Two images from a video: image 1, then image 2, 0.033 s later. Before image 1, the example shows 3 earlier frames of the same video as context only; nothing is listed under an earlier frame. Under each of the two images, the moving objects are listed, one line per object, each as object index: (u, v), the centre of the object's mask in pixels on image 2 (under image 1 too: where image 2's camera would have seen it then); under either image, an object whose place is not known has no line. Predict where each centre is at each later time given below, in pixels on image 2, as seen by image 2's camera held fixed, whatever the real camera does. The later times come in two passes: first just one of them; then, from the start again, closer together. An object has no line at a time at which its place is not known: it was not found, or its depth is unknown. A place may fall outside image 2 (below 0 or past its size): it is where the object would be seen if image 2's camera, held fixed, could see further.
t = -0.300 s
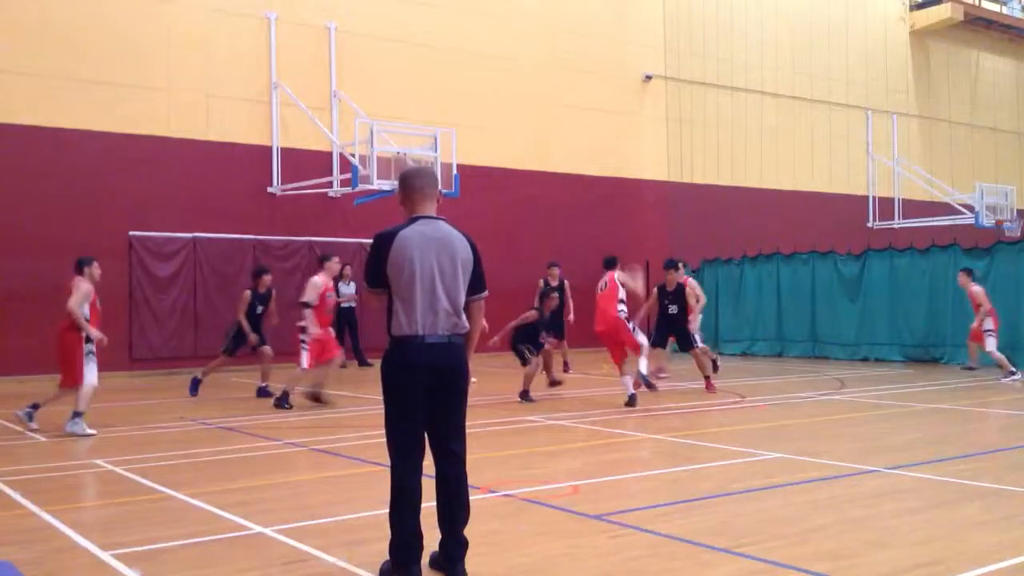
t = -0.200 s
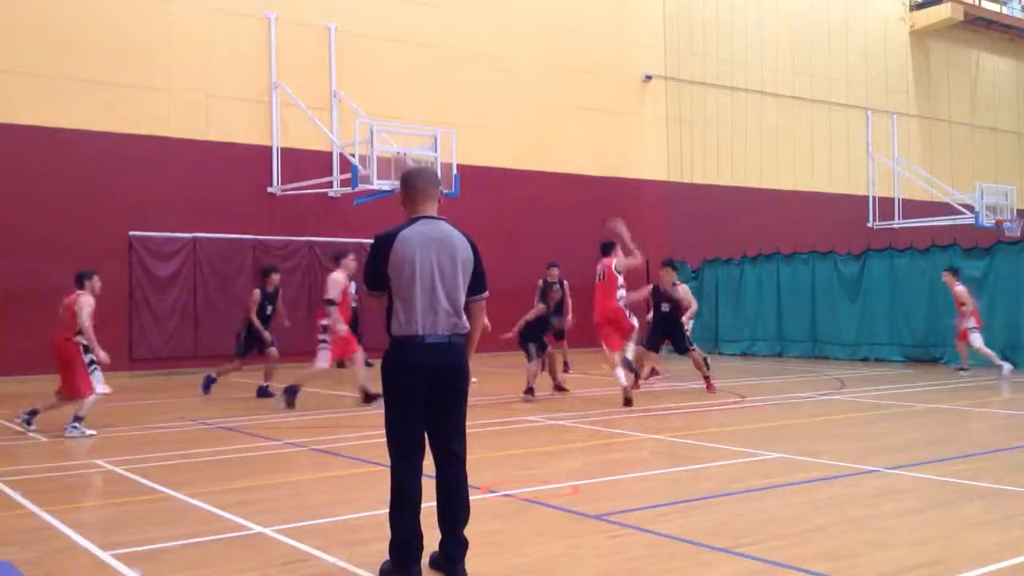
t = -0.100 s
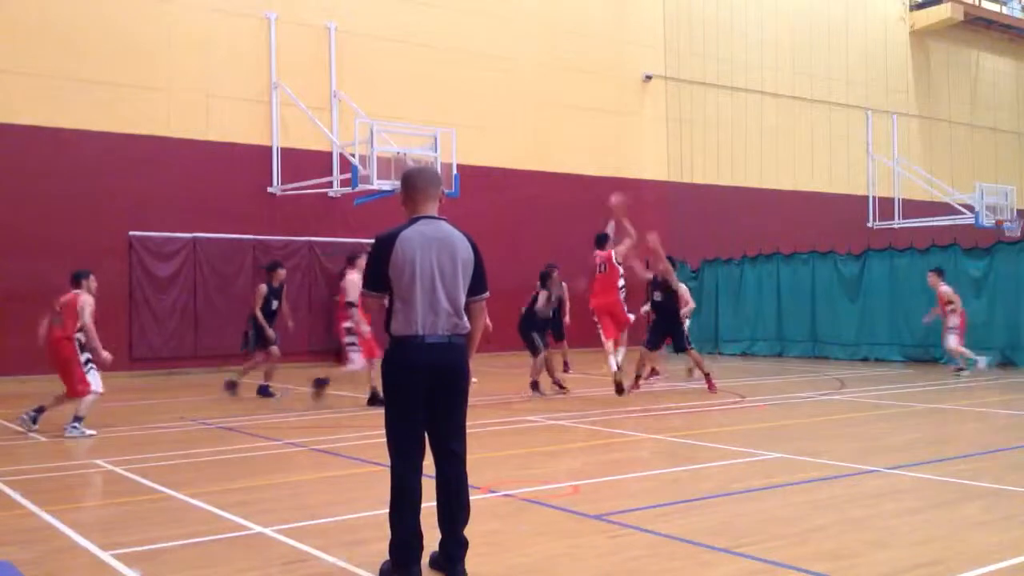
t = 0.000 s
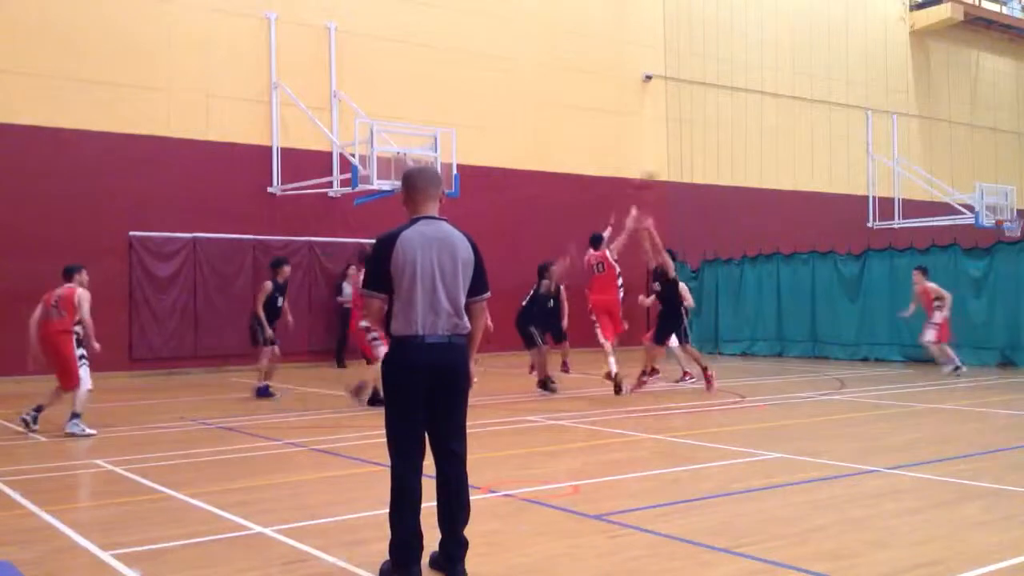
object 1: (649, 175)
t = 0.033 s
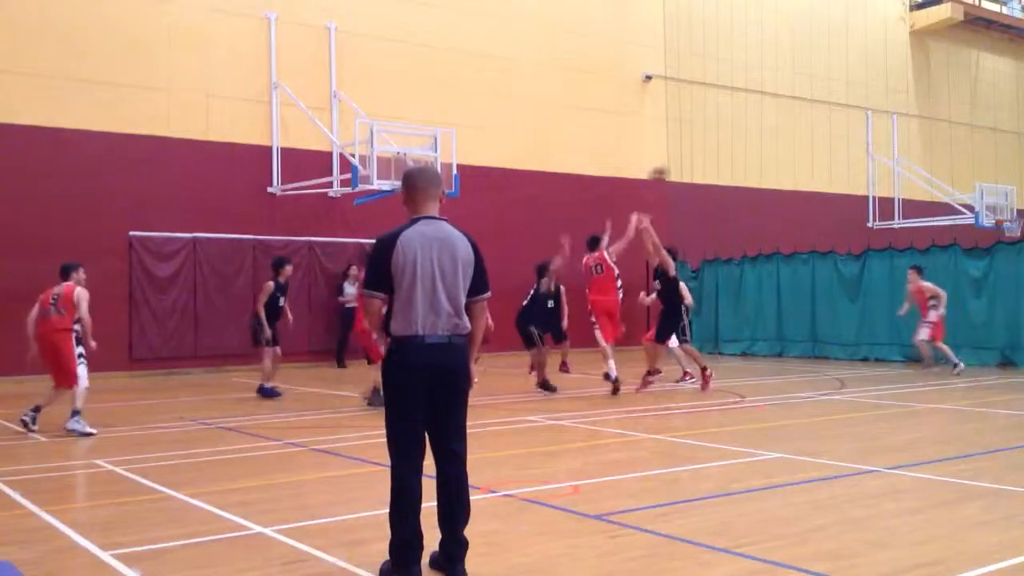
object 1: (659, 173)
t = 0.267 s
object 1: (729, 159)
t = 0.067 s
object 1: (669, 170)
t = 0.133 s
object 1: (690, 163)
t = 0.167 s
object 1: (700, 161)
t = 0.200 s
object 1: (711, 160)
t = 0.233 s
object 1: (720, 159)
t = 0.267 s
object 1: (729, 159)
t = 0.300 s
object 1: (739, 160)
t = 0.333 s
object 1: (748, 163)
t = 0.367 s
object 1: (756, 166)
